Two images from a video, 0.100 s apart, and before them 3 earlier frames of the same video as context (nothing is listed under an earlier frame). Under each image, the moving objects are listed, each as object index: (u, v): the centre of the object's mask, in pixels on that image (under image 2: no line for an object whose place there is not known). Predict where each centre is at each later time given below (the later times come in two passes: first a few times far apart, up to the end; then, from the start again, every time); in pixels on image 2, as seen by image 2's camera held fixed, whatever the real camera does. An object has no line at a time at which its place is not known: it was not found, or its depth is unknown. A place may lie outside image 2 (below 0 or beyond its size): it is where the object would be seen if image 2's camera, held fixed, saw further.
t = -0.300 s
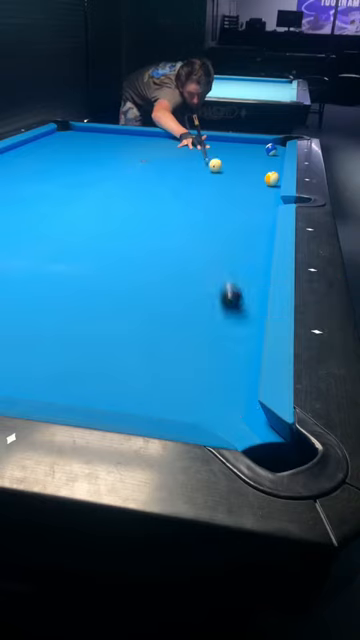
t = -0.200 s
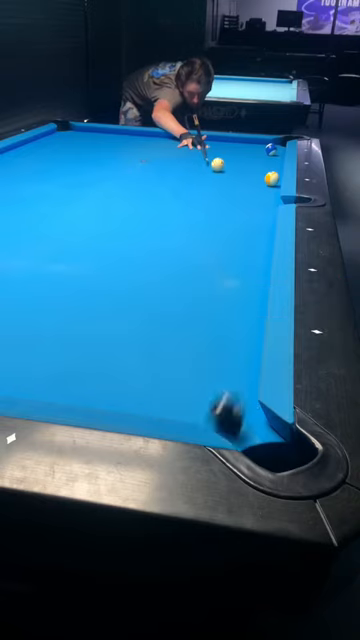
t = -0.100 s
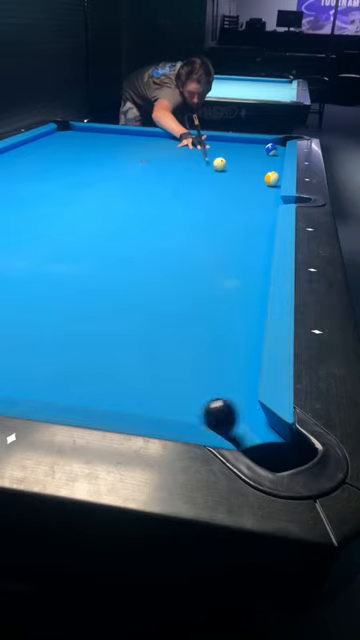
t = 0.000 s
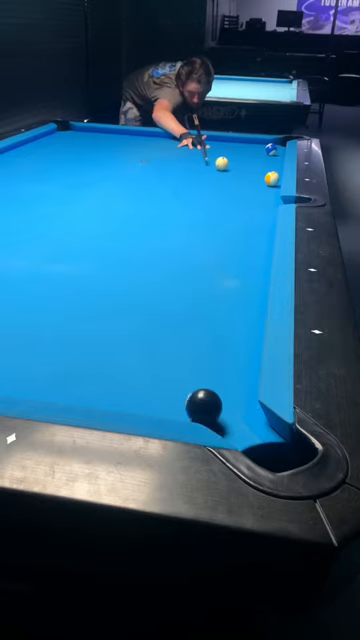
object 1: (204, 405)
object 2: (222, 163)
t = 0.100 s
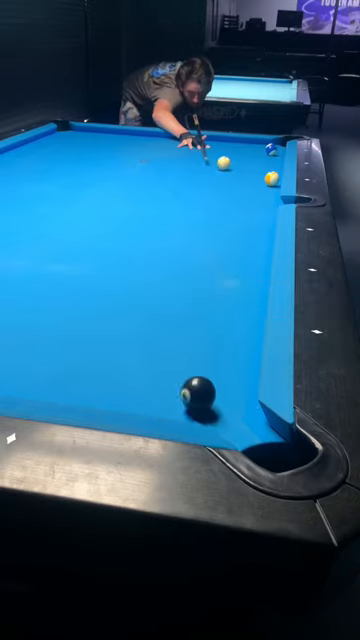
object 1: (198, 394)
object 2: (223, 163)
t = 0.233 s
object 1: (191, 379)
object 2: (226, 162)
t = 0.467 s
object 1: (180, 355)
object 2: (229, 161)
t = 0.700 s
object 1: (171, 336)
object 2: (232, 160)
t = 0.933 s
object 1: (163, 320)
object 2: (234, 160)
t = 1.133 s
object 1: (158, 308)
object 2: (236, 159)
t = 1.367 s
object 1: (152, 297)
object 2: (237, 159)
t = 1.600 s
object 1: (147, 287)
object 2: (237, 159)
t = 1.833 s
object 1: (143, 278)
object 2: (237, 159)
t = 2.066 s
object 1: (140, 271)
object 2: (237, 159)
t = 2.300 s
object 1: (137, 264)
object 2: (237, 159)
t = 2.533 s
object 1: (134, 259)
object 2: (237, 159)
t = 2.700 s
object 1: (132, 255)
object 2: (238, 159)
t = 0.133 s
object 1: (196, 390)
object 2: (224, 163)
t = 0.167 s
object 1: (194, 386)
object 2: (225, 163)
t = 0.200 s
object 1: (192, 382)
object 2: (225, 162)
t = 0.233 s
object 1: (191, 379)
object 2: (226, 162)
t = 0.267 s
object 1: (189, 375)
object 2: (226, 162)
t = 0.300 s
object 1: (187, 371)
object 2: (227, 162)
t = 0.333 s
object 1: (186, 368)
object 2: (227, 162)
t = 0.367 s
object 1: (184, 364)
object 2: (228, 162)
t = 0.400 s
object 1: (183, 361)
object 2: (228, 162)
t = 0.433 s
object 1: (182, 358)
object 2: (229, 162)
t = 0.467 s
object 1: (180, 355)
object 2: (229, 161)
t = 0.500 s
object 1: (179, 353)
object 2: (230, 161)
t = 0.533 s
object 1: (178, 350)
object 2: (230, 161)
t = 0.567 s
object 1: (176, 347)
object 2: (230, 161)
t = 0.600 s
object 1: (175, 344)
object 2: (231, 161)
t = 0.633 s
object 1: (174, 341)
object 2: (231, 161)
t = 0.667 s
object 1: (173, 339)
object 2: (232, 161)
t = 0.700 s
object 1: (171, 336)
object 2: (232, 160)
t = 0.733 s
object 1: (170, 334)
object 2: (232, 160)
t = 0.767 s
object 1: (169, 331)
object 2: (232, 160)
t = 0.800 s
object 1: (168, 329)
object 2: (233, 160)
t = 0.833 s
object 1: (167, 327)
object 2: (233, 160)
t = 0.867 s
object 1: (166, 325)
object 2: (233, 160)
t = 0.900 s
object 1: (164, 322)
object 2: (234, 160)
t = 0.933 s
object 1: (163, 320)
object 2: (234, 160)
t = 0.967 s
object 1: (162, 318)
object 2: (234, 160)
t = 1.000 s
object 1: (162, 316)
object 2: (234, 160)
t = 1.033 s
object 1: (160, 314)
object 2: (235, 160)
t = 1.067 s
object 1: (160, 312)
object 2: (235, 160)
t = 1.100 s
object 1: (159, 310)
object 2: (235, 159)
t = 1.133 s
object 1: (158, 308)
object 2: (236, 159)
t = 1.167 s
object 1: (157, 307)
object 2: (236, 159)
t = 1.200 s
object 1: (156, 305)
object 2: (236, 159)
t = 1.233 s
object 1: (155, 303)
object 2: (236, 159)
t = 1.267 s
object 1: (154, 302)
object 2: (236, 159)
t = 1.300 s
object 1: (153, 300)
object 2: (237, 159)
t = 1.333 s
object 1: (152, 298)
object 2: (237, 159)
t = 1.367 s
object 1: (152, 297)
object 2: (237, 159)
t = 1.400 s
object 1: (151, 295)
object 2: (237, 159)
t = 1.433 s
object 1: (150, 294)
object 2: (237, 159)
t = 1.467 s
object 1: (149, 292)
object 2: (237, 159)
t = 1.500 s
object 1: (149, 291)
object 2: (237, 159)
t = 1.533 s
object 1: (148, 290)
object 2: (237, 159)
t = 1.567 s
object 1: (147, 288)
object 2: (237, 159)
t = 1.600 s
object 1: (147, 287)
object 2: (237, 159)
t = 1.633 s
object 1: (146, 285)
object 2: (237, 159)
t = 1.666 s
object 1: (145, 284)
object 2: (237, 159)
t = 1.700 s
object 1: (145, 283)
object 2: (237, 159)
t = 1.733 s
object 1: (144, 281)
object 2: (237, 159)
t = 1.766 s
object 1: (144, 280)
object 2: (237, 159)
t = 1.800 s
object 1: (143, 279)
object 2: (237, 159)
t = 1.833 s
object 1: (143, 278)
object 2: (237, 159)
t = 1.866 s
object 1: (142, 277)
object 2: (237, 159)
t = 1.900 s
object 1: (142, 276)
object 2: (237, 159)
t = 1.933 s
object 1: (141, 275)
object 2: (237, 159)
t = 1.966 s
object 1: (140, 274)
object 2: (237, 159)
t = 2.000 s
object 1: (140, 273)
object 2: (237, 159)
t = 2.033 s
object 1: (140, 272)
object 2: (237, 159)
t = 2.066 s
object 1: (140, 271)
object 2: (237, 159)
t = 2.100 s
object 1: (139, 269)
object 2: (237, 159)
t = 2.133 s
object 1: (138, 268)
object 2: (237, 159)
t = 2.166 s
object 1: (138, 268)
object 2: (237, 159)
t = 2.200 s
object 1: (138, 267)
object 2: (237, 159)
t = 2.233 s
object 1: (137, 266)
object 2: (237, 159)
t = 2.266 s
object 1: (137, 265)
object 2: (237, 159)
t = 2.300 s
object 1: (137, 264)
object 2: (237, 159)
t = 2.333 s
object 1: (136, 263)
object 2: (237, 159)
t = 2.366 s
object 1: (136, 263)
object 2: (237, 159)
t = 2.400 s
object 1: (136, 262)
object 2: (237, 159)
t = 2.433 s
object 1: (135, 261)
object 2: (237, 159)
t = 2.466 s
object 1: (135, 260)
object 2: (237, 159)
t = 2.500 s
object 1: (134, 259)
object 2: (237, 159)
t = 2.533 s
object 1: (134, 259)
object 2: (237, 159)
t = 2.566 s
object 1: (134, 258)
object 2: (237, 159)
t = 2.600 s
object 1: (134, 258)
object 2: (237, 159)
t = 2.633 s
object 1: (133, 257)
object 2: (237, 159)
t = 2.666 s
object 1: (133, 256)
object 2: (237, 159)
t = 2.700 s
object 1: (132, 255)
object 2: (238, 159)
